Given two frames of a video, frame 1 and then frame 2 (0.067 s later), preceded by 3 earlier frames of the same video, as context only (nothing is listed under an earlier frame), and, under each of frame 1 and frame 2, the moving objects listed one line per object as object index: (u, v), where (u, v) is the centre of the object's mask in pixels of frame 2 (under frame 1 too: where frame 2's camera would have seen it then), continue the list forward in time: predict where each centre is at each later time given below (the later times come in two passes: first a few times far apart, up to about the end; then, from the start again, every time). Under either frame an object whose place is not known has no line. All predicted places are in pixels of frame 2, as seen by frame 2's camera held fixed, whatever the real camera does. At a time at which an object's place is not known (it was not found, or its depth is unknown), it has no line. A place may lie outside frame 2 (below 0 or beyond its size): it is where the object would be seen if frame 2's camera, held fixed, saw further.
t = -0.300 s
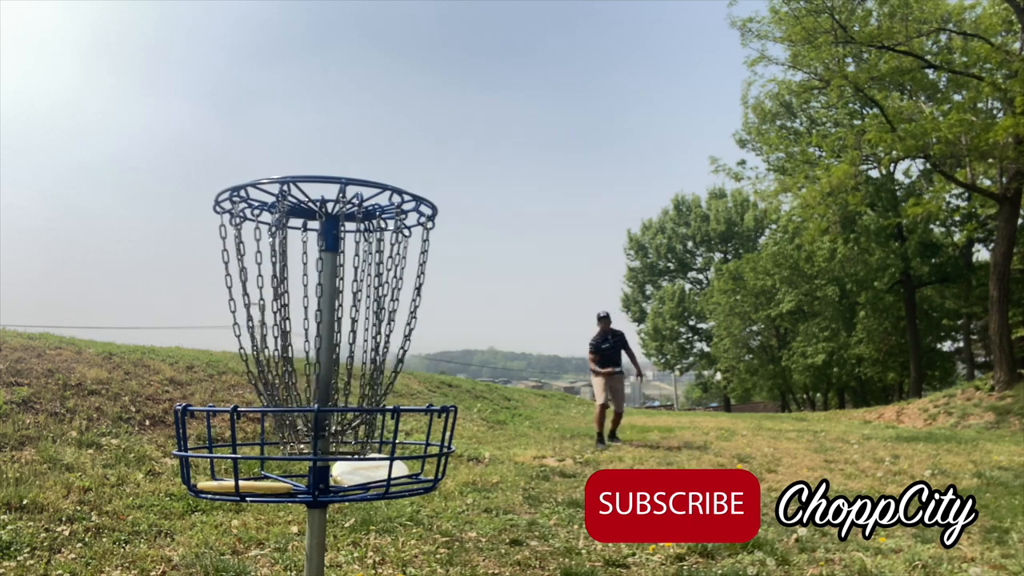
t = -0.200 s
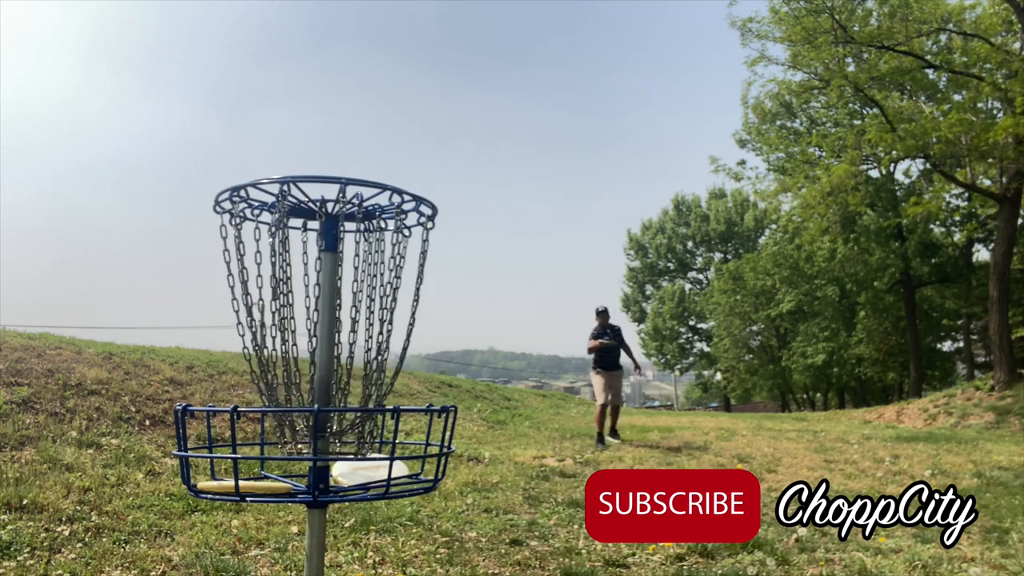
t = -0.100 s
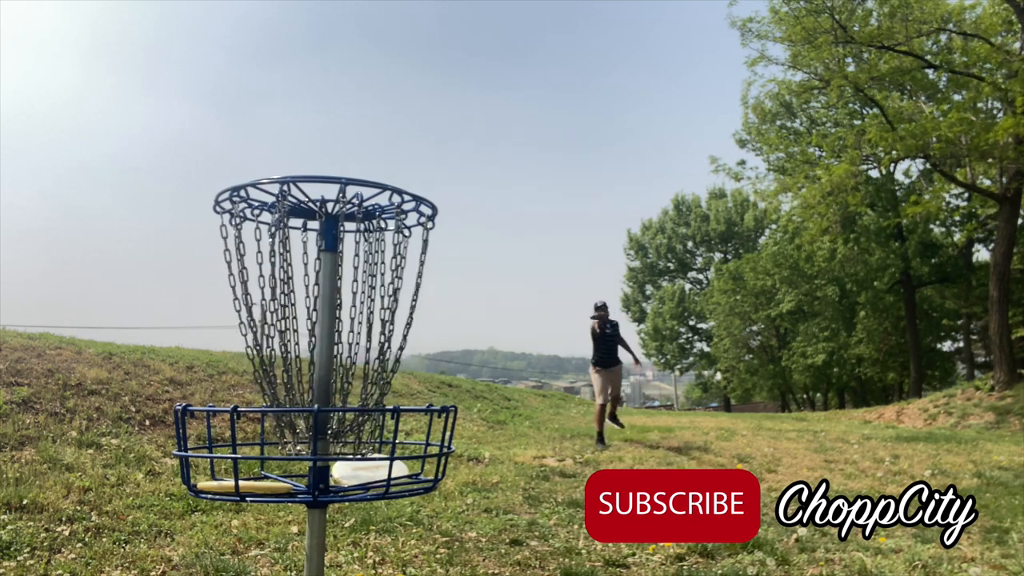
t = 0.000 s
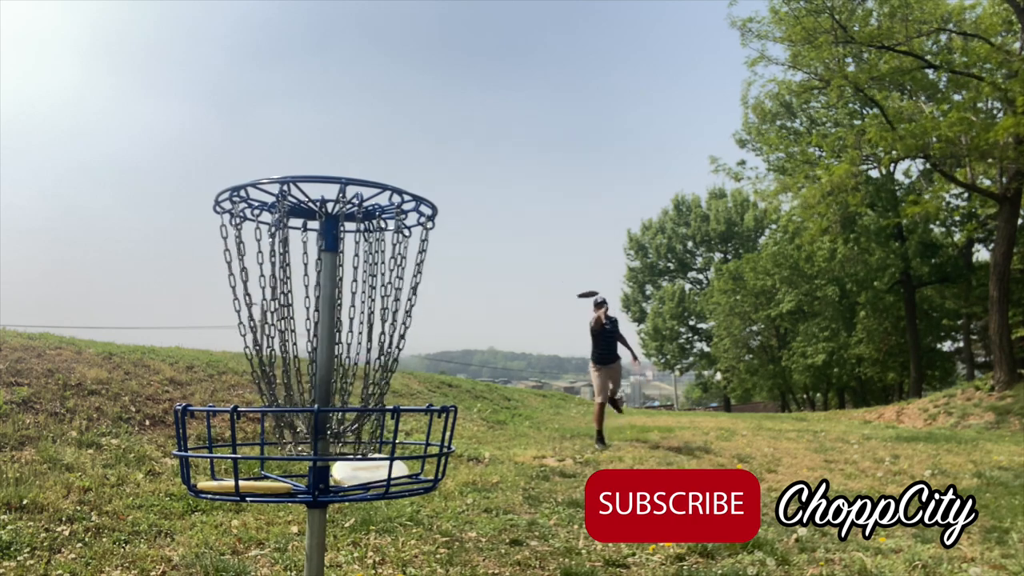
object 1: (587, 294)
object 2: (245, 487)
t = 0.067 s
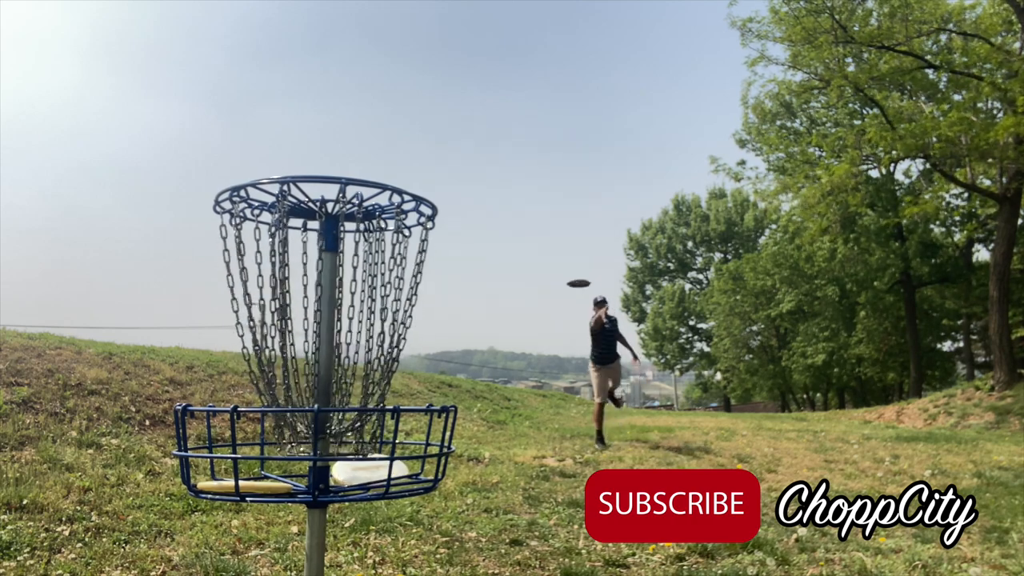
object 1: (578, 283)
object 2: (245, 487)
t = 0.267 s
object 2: (245, 487)
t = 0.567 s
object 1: (424, 315)
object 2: (245, 487)
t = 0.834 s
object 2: (245, 487)
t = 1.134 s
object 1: (207, 445)
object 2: (250, 486)
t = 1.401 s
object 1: (220, 447)
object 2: (254, 487)
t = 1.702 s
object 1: (238, 474)
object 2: (258, 488)
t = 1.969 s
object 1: (238, 475)
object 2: (258, 487)
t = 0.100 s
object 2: (245, 487)
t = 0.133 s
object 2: (245, 487)
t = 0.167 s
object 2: (245, 487)
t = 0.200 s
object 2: (245, 487)
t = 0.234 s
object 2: (245, 487)
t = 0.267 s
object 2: (245, 487)
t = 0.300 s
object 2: (245, 487)
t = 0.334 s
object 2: (245, 487)
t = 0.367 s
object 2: (245, 487)
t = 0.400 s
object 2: (245, 487)
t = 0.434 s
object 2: (245, 487)
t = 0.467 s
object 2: (245, 487)
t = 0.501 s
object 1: (460, 294)
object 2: (245, 487)
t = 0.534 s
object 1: (443, 303)
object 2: (245, 487)
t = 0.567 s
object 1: (424, 315)
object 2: (245, 487)
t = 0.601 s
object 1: (401, 329)
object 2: (245, 487)
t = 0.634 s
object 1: (375, 346)
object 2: (245, 487)
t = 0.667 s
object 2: (245, 487)
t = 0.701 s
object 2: (245, 487)
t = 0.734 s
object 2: (246, 487)
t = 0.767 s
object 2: (245, 487)
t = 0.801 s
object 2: (246, 487)
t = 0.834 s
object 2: (245, 487)
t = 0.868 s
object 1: (239, 445)
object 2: (245, 487)
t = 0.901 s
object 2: (246, 487)
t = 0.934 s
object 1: (211, 448)
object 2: (246, 487)
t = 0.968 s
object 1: (209, 440)
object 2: (248, 487)
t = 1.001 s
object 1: (206, 444)
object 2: (249, 487)
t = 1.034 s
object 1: (203, 441)
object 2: (249, 487)
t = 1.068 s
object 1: (203, 446)
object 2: (250, 486)
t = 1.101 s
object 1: (204, 446)
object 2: (250, 486)
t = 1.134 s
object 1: (207, 445)
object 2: (250, 486)
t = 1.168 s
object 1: (208, 445)
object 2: (250, 486)
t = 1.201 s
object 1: (209, 444)
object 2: (251, 486)
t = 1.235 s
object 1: (211, 448)
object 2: (251, 487)
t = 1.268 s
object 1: (216, 446)
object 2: (253, 487)
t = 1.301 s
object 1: (219, 447)
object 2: (253, 487)
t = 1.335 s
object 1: (219, 446)
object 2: (254, 487)
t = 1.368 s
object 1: (221, 445)
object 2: (254, 487)
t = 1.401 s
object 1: (220, 447)
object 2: (254, 487)
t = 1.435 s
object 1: (225, 448)
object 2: (254, 487)
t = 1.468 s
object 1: (226, 451)
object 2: (254, 487)
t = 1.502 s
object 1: (226, 454)
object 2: (255, 487)
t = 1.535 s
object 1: (227, 462)
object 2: (255, 487)
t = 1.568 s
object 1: (226, 467)
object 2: (256, 487)
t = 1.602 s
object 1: (228, 471)
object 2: (255, 487)
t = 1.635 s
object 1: (231, 471)
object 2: (256, 487)
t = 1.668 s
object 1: (234, 471)
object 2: (259, 488)
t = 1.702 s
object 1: (238, 474)
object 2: (258, 488)
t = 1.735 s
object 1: (238, 473)
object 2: (258, 487)
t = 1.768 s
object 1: (238, 471)
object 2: (257, 486)
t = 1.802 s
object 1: (238, 472)
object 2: (258, 488)
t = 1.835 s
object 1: (239, 474)
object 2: (258, 488)
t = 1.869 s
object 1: (241, 476)
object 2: (259, 488)
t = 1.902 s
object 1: (240, 474)
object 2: (258, 487)
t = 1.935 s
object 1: (239, 473)
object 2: (258, 487)
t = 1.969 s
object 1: (238, 475)
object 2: (258, 487)
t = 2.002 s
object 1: (239, 477)
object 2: (259, 487)
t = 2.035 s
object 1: (239, 476)
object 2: (258, 487)
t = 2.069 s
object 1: (239, 477)
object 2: (258, 487)
